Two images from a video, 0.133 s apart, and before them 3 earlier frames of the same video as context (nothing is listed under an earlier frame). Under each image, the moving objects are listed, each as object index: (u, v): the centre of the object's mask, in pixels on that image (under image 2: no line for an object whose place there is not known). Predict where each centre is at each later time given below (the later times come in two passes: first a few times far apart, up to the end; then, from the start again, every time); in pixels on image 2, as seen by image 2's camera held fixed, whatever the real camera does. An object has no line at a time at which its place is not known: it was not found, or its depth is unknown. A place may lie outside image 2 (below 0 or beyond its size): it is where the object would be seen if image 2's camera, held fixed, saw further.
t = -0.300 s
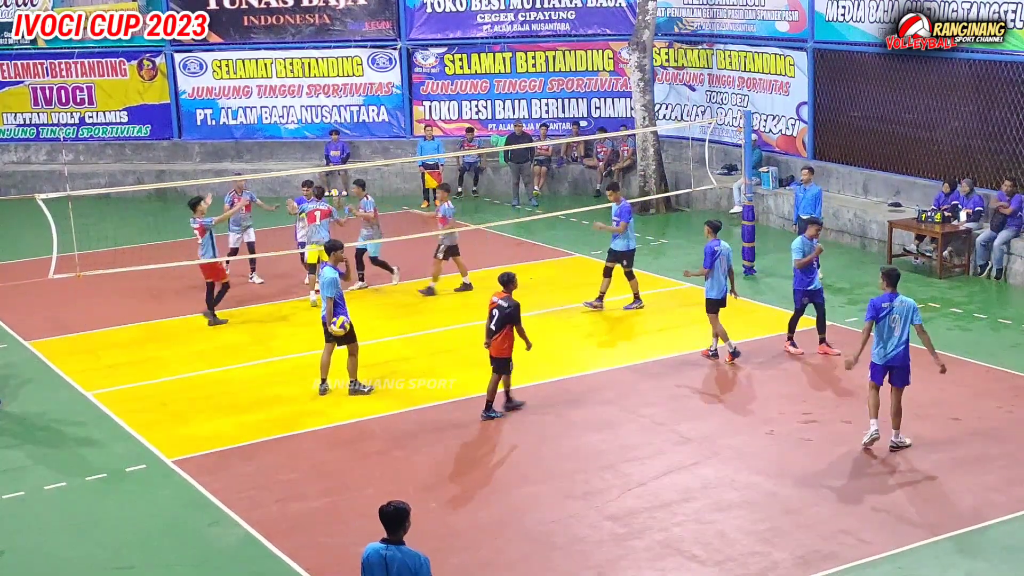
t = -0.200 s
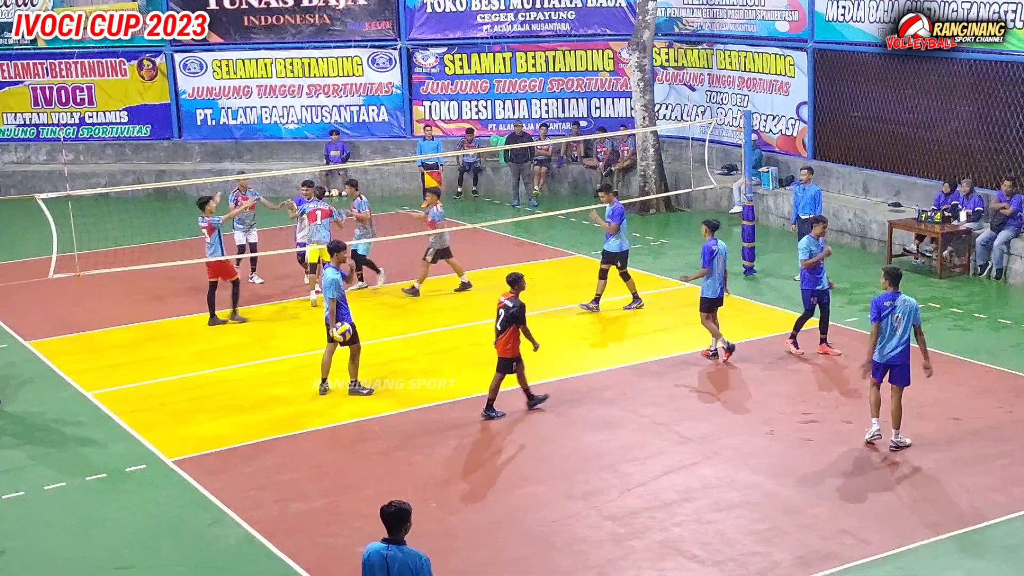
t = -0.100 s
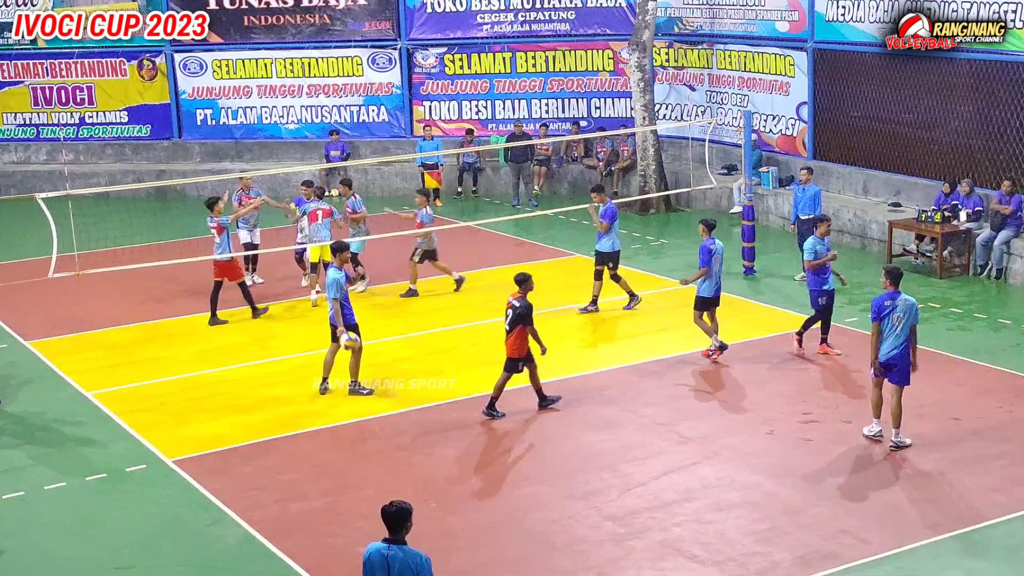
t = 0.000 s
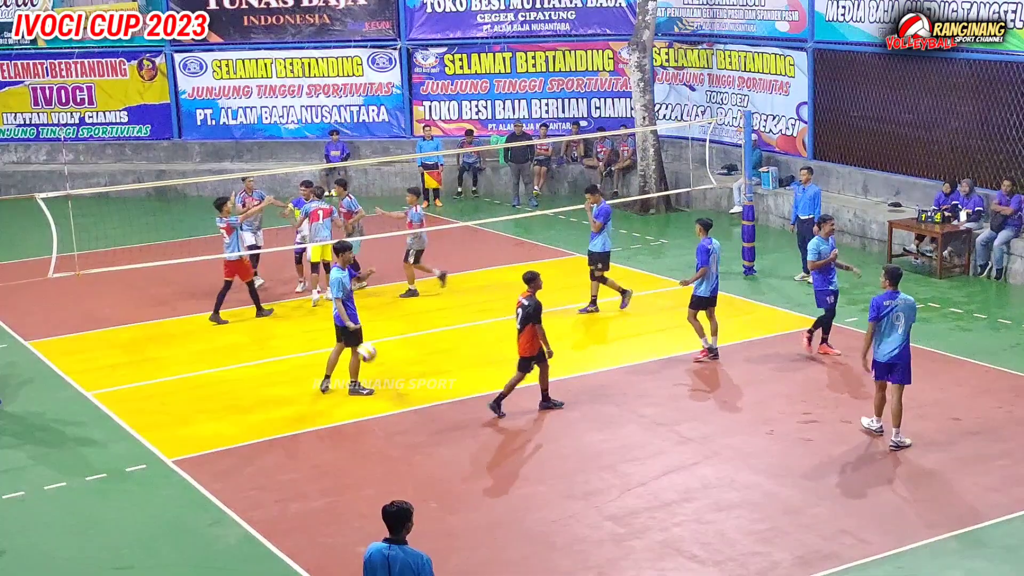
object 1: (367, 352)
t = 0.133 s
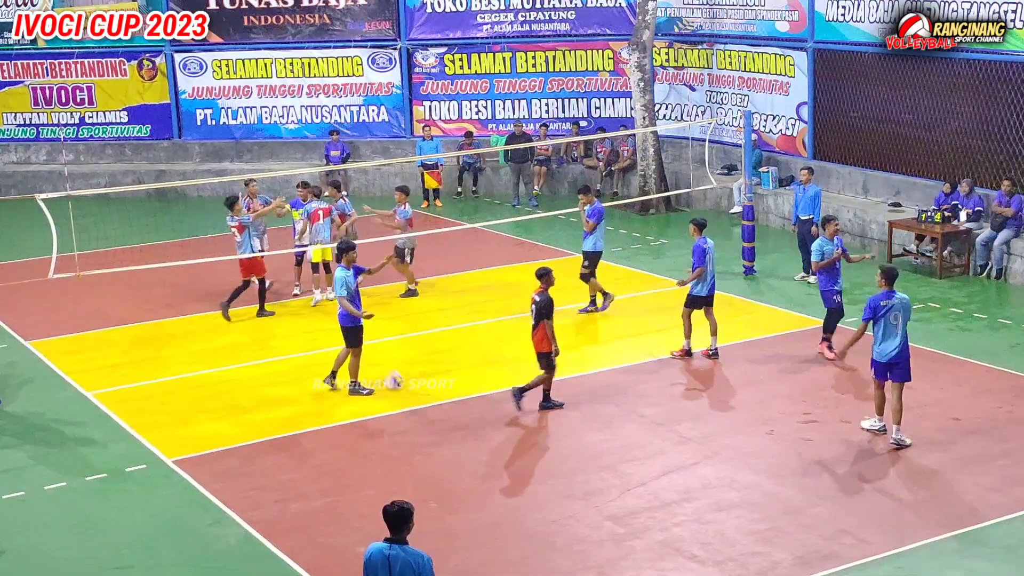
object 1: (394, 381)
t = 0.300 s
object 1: (424, 406)
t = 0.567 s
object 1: (468, 389)
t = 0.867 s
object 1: (525, 446)
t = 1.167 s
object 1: (581, 429)
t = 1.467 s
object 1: (642, 468)
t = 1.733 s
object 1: (698, 471)
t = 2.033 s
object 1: (765, 493)
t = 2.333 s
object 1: (835, 523)
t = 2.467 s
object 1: (869, 523)
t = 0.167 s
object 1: (399, 390)
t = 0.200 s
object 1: (406, 401)
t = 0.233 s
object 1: (413, 414)
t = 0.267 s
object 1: (419, 413)
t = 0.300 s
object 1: (424, 406)
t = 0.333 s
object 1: (429, 401)
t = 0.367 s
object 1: (435, 396)
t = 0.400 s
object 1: (440, 393)
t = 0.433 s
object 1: (446, 389)
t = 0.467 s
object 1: (452, 388)
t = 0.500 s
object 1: (457, 386)
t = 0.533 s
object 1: (462, 387)
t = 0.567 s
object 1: (468, 389)
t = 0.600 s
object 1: (474, 391)
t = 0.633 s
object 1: (481, 393)
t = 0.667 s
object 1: (487, 398)
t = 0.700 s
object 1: (492, 403)
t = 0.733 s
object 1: (498, 409)
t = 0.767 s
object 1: (505, 417)
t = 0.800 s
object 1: (511, 425)
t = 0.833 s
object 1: (518, 434)
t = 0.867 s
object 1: (525, 446)
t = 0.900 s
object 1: (531, 442)
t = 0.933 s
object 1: (536, 437)
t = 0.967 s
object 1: (543, 433)
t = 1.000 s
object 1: (549, 430)
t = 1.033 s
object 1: (555, 428)
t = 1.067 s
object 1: (562, 427)
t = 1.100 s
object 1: (568, 426)
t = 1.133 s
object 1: (575, 427)
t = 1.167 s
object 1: (581, 429)
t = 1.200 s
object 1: (587, 432)
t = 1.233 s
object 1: (594, 436)
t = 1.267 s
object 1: (601, 441)
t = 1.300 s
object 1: (607, 447)
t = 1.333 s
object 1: (614, 456)
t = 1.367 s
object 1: (622, 464)
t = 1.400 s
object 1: (629, 474)
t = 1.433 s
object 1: (636, 472)
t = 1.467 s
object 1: (642, 468)
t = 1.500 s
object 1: (649, 464)
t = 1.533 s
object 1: (656, 462)
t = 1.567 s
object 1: (662, 461)
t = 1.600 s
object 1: (670, 461)
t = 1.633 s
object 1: (676, 462)
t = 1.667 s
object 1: (684, 464)
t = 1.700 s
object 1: (691, 468)
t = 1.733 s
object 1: (698, 471)
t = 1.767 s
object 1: (706, 477)
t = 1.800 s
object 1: (712, 483)
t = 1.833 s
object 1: (720, 492)
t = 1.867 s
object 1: (728, 502)
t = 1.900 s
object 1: (735, 499)
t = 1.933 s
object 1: (743, 496)
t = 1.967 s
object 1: (750, 494)
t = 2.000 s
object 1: (757, 492)
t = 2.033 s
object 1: (765, 493)
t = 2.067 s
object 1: (772, 494)
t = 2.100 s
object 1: (780, 496)
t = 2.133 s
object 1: (788, 500)
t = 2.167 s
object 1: (796, 505)
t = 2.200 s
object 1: (804, 511)
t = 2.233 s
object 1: (812, 519)
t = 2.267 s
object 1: (819, 528)
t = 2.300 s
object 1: (828, 525)
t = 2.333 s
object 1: (835, 523)
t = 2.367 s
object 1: (844, 521)
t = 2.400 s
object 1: (852, 520)
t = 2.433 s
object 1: (860, 521)
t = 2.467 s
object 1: (869, 523)
